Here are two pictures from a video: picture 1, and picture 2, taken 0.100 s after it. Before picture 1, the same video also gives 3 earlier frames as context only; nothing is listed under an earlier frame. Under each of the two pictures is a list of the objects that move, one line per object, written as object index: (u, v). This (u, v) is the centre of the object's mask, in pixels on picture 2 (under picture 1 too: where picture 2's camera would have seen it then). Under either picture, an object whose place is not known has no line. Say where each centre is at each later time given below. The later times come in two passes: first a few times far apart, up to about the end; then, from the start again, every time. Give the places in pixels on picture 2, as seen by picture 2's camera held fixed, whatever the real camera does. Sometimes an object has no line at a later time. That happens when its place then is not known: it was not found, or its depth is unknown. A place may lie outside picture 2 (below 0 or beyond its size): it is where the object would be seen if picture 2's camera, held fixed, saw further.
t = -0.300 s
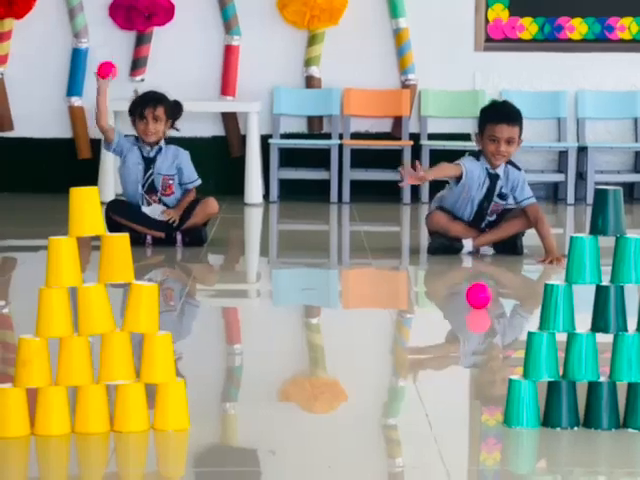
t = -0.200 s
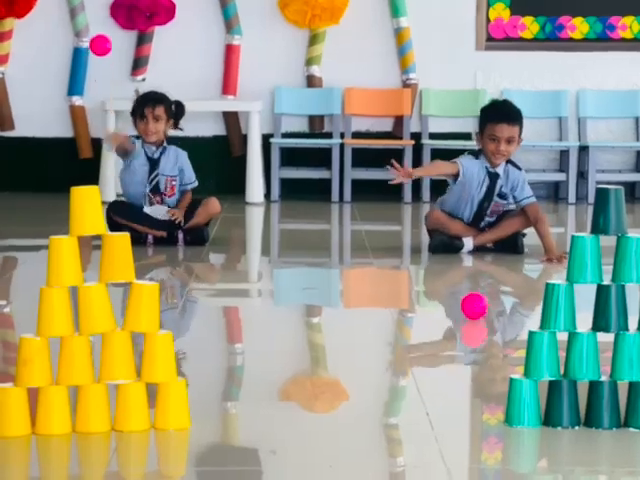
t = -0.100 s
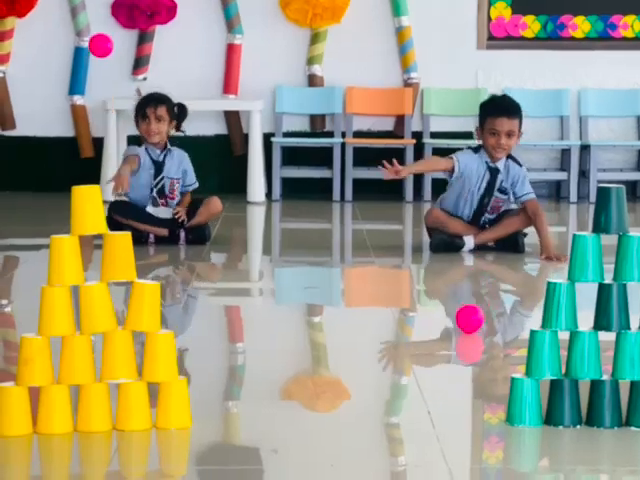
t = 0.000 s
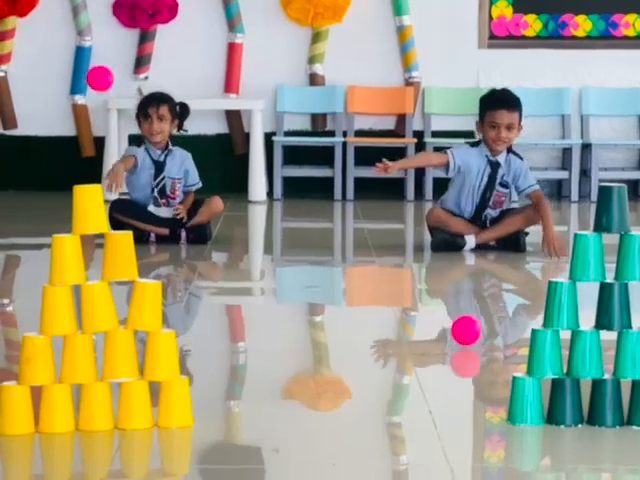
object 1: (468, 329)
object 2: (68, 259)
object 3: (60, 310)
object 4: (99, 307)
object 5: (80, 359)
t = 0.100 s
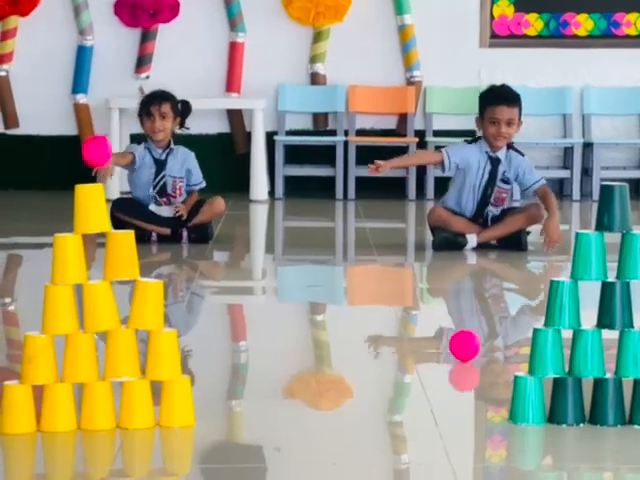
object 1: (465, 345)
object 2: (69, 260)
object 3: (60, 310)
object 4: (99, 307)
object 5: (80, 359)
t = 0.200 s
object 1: (464, 358)
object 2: (68, 259)
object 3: (60, 310)
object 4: (99, 307)
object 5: (80, 359)
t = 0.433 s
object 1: (461, 403)
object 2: (68, 263)
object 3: (37, 311)
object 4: (111, 311)
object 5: (72, 394)
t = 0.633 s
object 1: (466, 449)
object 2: (81, 356)
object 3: (2, 428)
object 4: (123, 436)
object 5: (30, 447)
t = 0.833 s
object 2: (73, 362)
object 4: (121, 412)
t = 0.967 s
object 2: (67, 370)
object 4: (102, 432)
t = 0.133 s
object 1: (465, 348)
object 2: (69, 260)
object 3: (60, 310)
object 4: (99, 307)
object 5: (80, 359)
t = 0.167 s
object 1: (464, 353)
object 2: (69, 259)
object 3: (60, 310)
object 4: (99, 307)
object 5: (80, 359)
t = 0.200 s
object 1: (464, 358)
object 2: (68, 259)
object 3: (60, 310)
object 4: (99, 307)
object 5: (80, 359)
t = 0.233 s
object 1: (463, 365)
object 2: (68, 260)
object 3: (60, 310)
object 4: (99, 307)
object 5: (80, 359)
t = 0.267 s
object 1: (463, 370)
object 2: (68, 260)
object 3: (60, 310)
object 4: (99, 307)
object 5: (80, 358)
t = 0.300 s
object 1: (462, 377)
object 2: (68, 260)
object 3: (60, 310)
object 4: (99, 307)
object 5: (80, 359)
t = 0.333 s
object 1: (462, 384)
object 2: (68, 259)
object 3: (59, 308)
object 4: (100, 306)
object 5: (79, 359)
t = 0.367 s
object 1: (462, 389)
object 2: (68, 256)
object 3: (51, 304)
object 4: (104, 303)
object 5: (77, 365)
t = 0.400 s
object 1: (461, 396)
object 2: (68, 256)
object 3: (45, 305)
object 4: (107, 304)
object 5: (74, 376)
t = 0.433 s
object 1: (461, 403)
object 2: (68, 263)
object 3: (37, 311)
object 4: (111, 311)
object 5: (72, 394)
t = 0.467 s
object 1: (461, 410)
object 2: (68, 274)
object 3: (27, 323)
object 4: (113, 318)
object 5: (68, 418)
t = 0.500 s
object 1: (462, 418)
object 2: (70, 292)
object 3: (16, 340)
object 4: (117, 333)
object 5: (63, 441)
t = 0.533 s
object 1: (462, 426)
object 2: (66, 308)
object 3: (16, 357)
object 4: (120, 351)
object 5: (57, 435)
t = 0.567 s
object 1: (463, 434)
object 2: (73, 312)
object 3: (11, 382)
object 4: (122, 375)
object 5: (48, 435)
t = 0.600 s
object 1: (464, 440)
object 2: (83, 341)
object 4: (117, 403)
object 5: (36, 431)
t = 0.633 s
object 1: (466, 449)
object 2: (81, 356)
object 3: (2, 428)
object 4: (123, 436)
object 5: (30, 447)
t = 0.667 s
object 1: (467, 458)
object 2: (77, 351)
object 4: (123, 417)
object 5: (20, 454)
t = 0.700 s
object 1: (468, 465)
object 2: (74, 351)
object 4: (122, 405)
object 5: (21, 469)
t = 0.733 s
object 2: (71, 353)
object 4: (122, 398)
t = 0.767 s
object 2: (72, 355)
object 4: (122, 397)
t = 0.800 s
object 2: (73, 359)
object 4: (121, 401)
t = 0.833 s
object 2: (73, 362)
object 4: (121, 412)
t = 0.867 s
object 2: (72, 364)
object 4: (121, 423)
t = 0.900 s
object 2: (70, 365)
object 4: (122, 437)
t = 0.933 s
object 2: (68, 367)
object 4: (107, 439)
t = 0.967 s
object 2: (67, 370)
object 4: (102, 432)
